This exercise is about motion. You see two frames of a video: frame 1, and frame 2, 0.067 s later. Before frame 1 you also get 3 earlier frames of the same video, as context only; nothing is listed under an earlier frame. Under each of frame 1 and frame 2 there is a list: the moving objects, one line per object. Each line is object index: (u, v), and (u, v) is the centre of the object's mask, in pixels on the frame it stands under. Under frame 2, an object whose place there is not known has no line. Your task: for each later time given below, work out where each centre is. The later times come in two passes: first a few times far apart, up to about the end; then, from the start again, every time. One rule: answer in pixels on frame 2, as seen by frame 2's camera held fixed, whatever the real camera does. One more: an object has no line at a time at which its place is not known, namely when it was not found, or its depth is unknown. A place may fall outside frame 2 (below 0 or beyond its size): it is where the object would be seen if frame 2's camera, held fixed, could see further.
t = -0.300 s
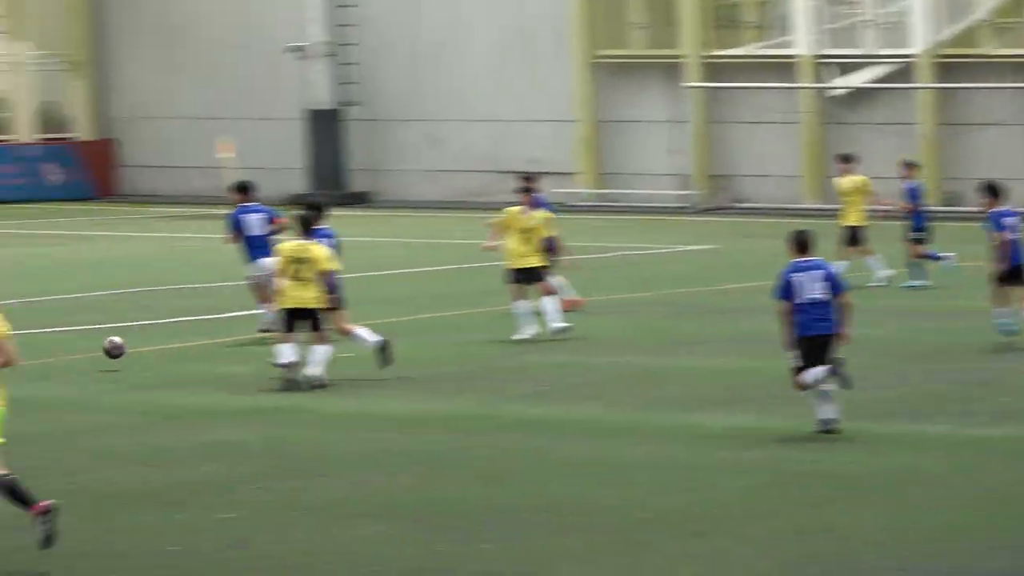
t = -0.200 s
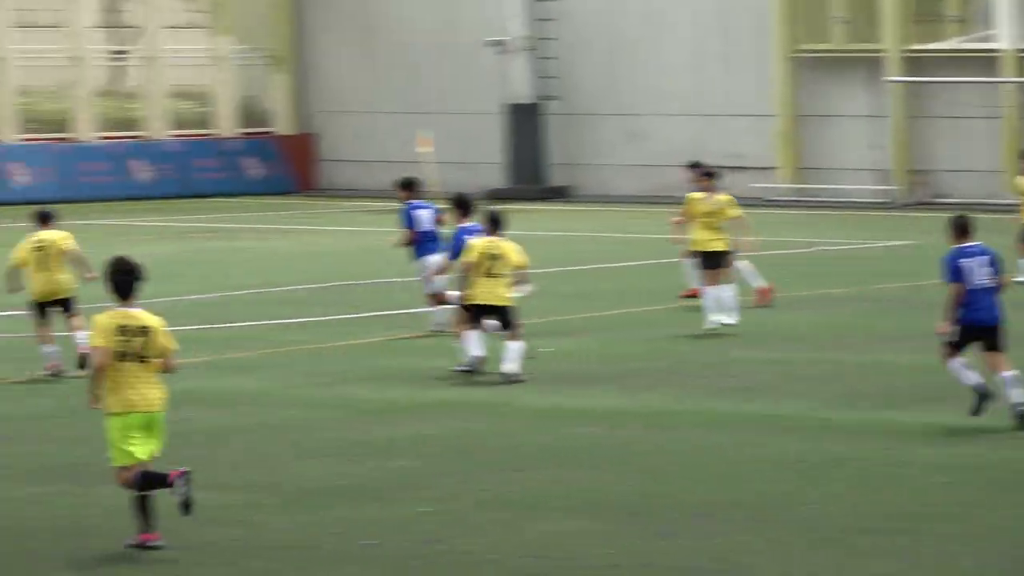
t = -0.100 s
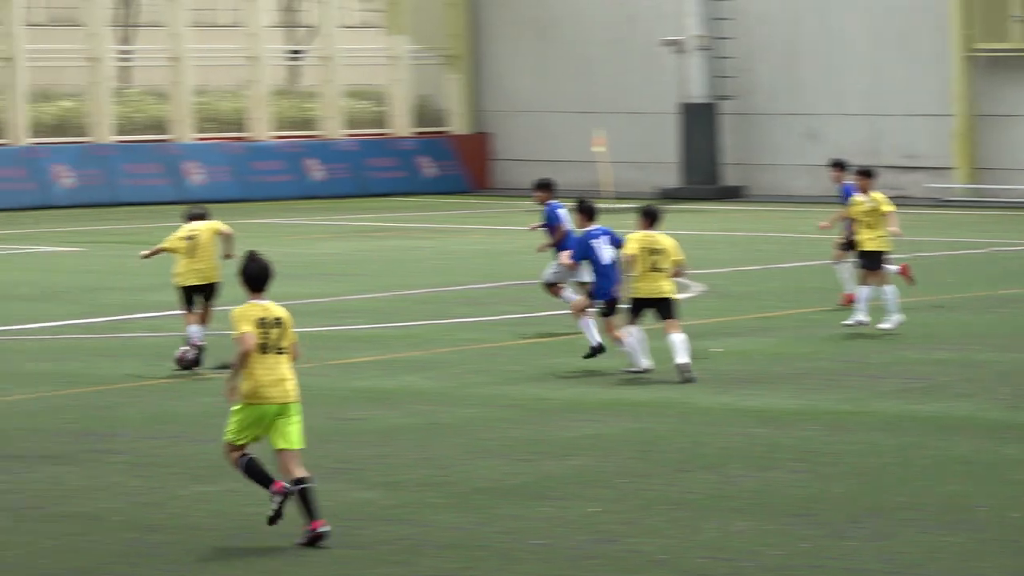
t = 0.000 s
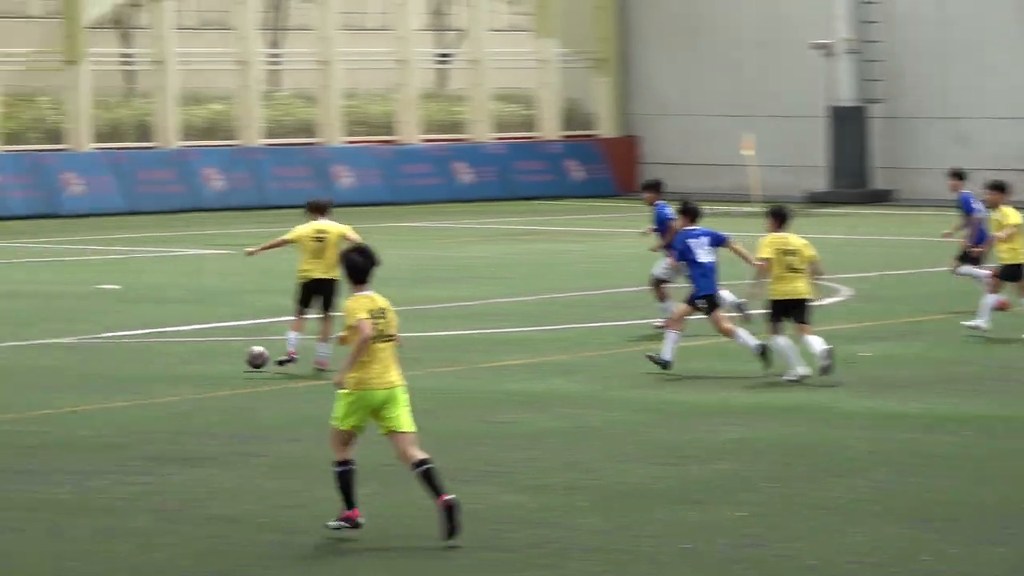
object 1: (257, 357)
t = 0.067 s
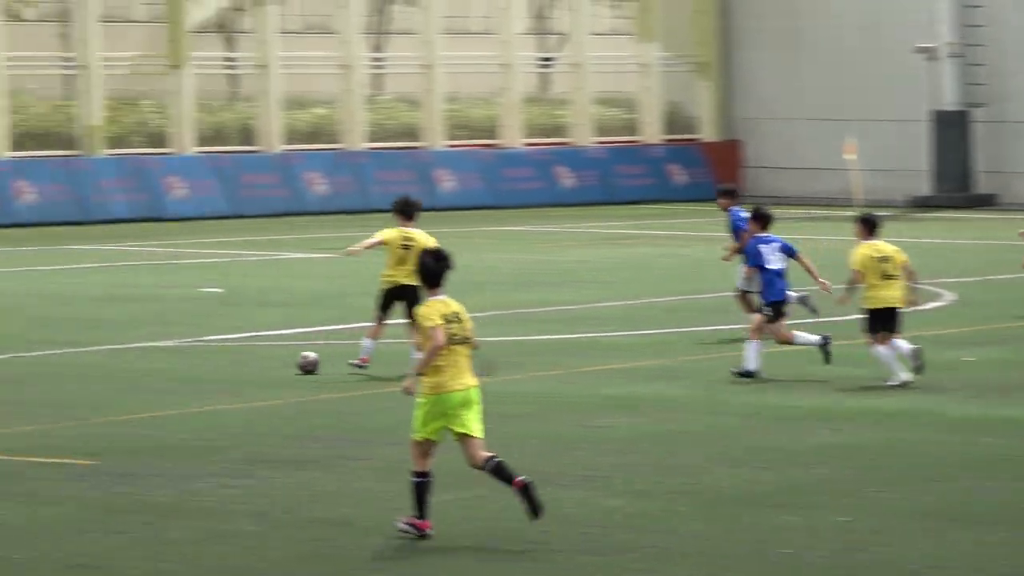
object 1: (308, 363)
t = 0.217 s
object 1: (211, 360)
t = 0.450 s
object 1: (84, 356)
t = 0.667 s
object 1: (-26, 357)
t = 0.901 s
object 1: (-140, 357)
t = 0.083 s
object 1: (298, 362)
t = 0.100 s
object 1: (287, 361)
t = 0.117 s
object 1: (277, 360)
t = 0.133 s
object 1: (266, 359)
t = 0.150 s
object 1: (254, 359)
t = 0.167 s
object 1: (244, 359)
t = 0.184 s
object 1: (232, 359)
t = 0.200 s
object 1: (221, 360)
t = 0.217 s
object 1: (211, 360)
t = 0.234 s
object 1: (200, 359)
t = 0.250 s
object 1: (192, 358)
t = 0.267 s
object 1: (183, 357)
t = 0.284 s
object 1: (174, 357)
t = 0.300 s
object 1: (164, 356)
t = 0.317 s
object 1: (155, 357)
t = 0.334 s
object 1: (145, 357)
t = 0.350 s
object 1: (136, 357)
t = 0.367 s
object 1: (126, 359)
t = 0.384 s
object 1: (118, 359)
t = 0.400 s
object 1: (109, 358)
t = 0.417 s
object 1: (101, 357)
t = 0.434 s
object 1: (92, 356)
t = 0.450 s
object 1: (84, 356)
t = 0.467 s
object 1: (75, 356)
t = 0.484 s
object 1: (66, 356)
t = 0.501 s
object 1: (57, 357)
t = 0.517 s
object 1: (49, 358)
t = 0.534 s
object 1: (41, 358)
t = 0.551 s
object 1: (33, 357)
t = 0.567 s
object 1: (24, 357)
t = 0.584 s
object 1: (16, 357)
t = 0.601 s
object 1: (7, 357)
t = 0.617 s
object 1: (-1, 358)
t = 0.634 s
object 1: (-9, 358)
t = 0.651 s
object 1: (-18, 357)
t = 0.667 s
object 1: (-26, 357)
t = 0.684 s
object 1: (-34, 357)
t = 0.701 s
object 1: (-42, 357)
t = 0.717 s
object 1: (-51, 357)
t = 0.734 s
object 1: (-59, 357)
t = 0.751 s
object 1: (-68, 357)
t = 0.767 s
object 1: (-76, 356)
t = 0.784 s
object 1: (-84, 356)
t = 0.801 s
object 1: (-92, 356)
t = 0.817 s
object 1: (-100, 356)
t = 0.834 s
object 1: (-108, 356)
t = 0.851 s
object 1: (-116, 356)
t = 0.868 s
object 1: (-124, 356)
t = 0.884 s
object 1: (-132, 356)
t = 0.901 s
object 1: (-140, 357)
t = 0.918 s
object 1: (-147, 356)
